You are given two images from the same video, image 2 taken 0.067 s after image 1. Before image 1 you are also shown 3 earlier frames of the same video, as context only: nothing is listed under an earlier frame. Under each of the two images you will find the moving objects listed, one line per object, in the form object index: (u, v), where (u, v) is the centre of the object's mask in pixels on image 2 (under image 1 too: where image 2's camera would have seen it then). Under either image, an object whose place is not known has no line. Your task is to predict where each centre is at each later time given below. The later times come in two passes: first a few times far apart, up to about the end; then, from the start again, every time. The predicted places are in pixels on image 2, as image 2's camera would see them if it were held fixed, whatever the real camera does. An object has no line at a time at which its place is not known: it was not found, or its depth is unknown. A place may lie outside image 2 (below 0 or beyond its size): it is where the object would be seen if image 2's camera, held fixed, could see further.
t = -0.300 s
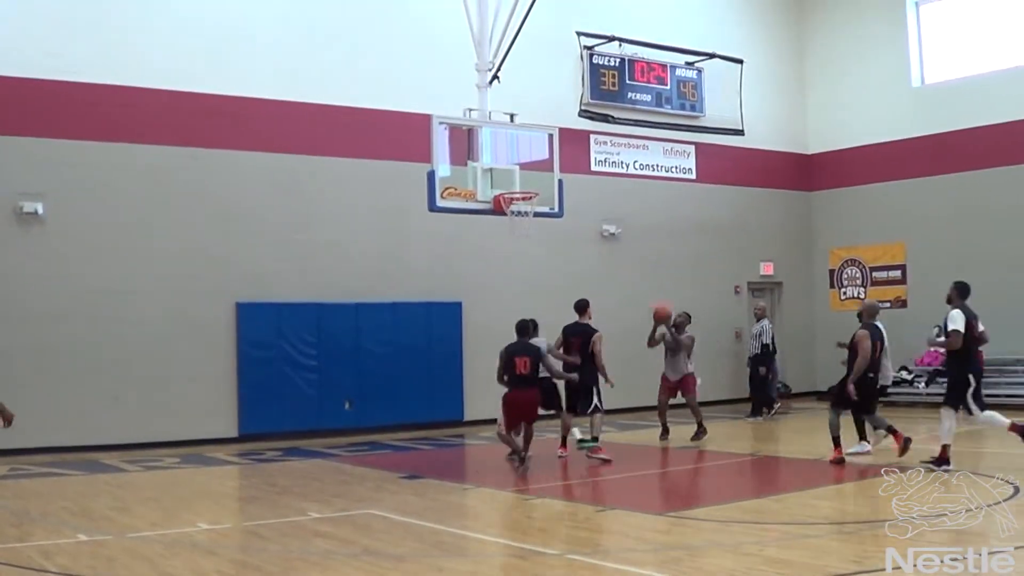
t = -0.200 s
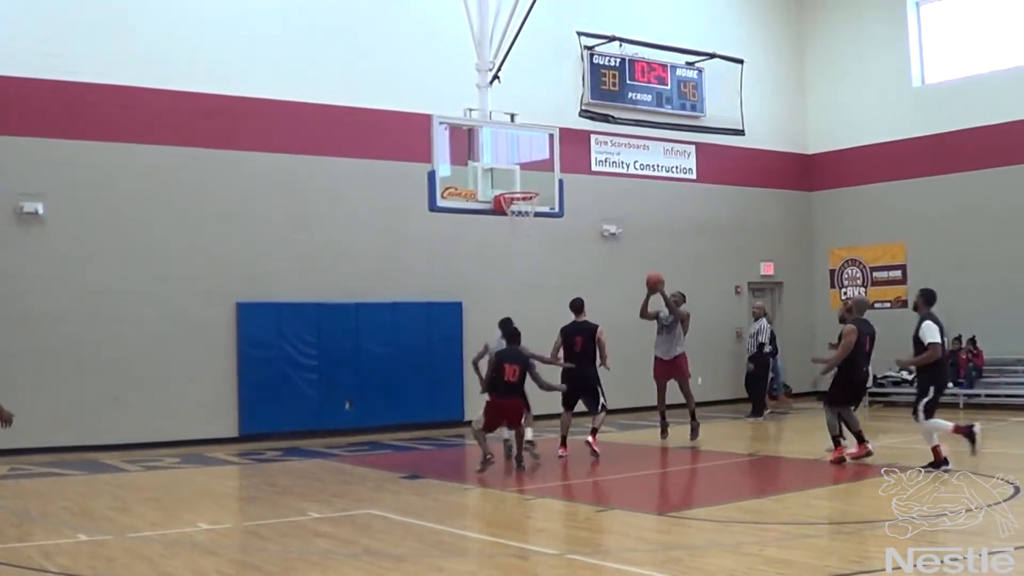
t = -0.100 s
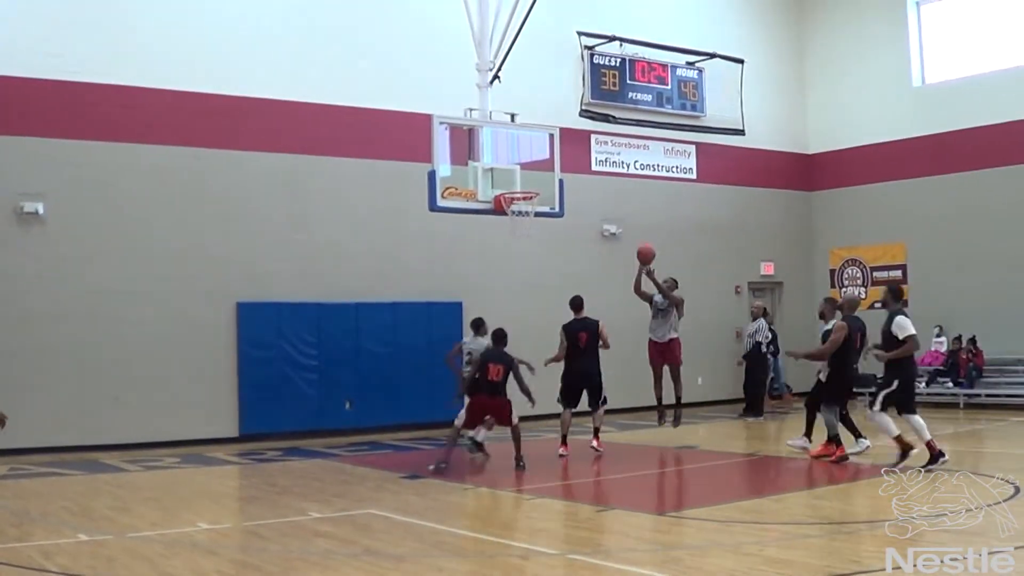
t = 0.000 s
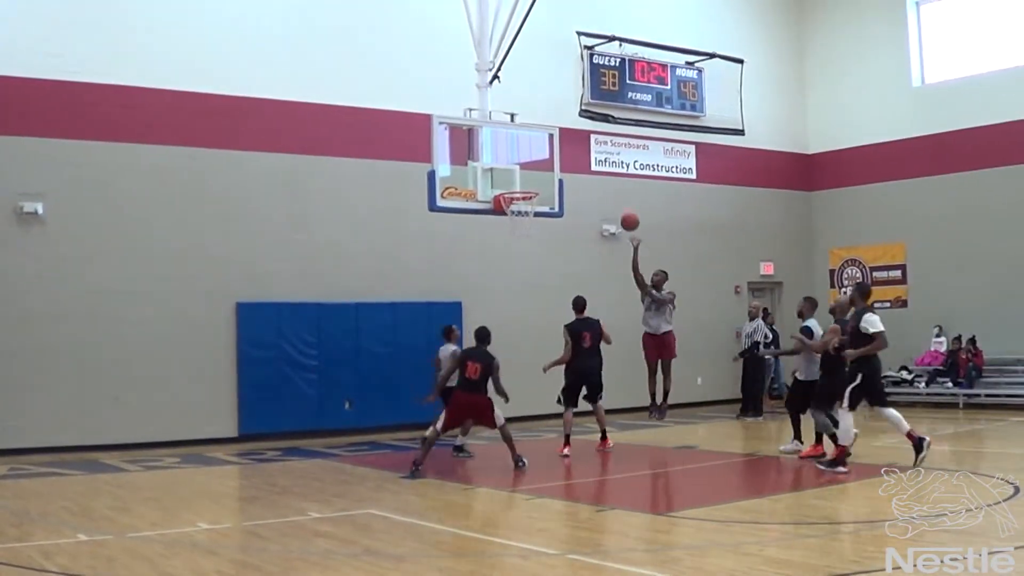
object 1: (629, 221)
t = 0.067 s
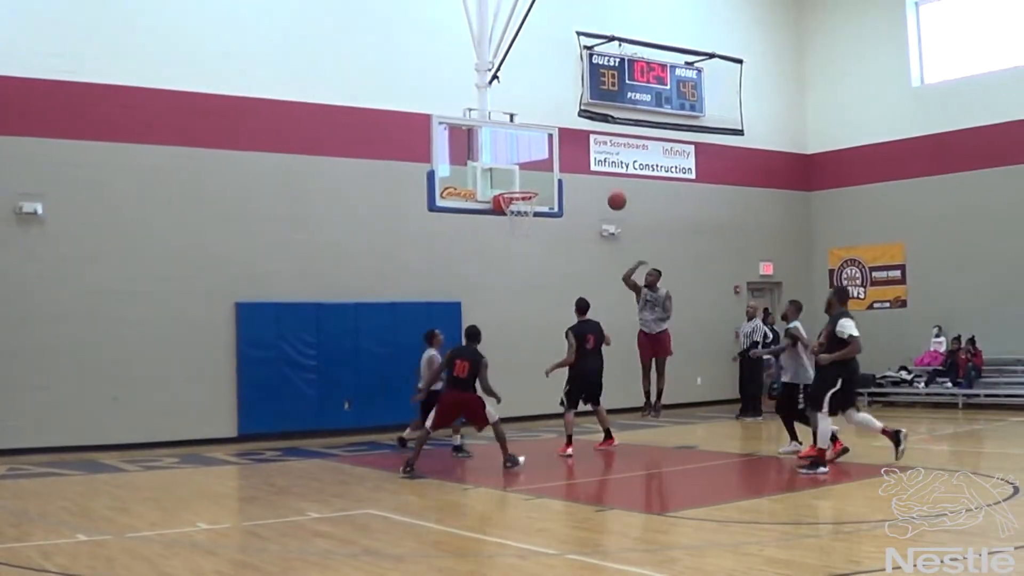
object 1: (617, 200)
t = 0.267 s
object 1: (580, 158)
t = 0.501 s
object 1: (537, 147)
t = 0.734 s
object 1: (494, 180)
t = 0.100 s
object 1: (611, 191)
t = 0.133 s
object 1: (605, 184)
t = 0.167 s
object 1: (598, 176)
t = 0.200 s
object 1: (592, 170)
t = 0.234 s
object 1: (586, 163)
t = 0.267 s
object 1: (580, 158)
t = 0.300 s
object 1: (574, 154)
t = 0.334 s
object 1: (569, 150)
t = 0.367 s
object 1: (562, 148)
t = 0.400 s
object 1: (556, 146)
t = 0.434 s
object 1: (550, 145)
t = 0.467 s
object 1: (544, 145)
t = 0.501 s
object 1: (537, 147)
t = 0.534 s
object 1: (531, 149)
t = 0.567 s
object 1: (525, 151)
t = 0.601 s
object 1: (519, 155)
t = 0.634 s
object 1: (513, 160)
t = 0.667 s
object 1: (507, 165)
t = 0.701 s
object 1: (501, 172)
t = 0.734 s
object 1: (494, 180)
